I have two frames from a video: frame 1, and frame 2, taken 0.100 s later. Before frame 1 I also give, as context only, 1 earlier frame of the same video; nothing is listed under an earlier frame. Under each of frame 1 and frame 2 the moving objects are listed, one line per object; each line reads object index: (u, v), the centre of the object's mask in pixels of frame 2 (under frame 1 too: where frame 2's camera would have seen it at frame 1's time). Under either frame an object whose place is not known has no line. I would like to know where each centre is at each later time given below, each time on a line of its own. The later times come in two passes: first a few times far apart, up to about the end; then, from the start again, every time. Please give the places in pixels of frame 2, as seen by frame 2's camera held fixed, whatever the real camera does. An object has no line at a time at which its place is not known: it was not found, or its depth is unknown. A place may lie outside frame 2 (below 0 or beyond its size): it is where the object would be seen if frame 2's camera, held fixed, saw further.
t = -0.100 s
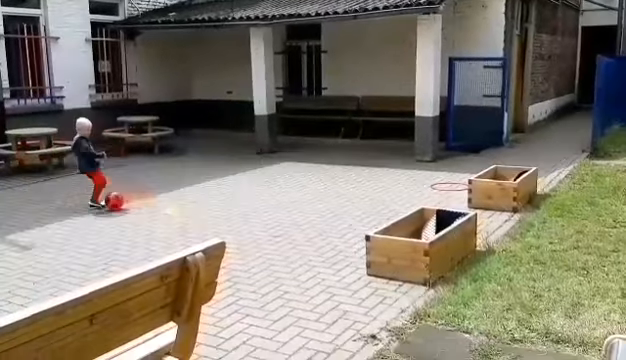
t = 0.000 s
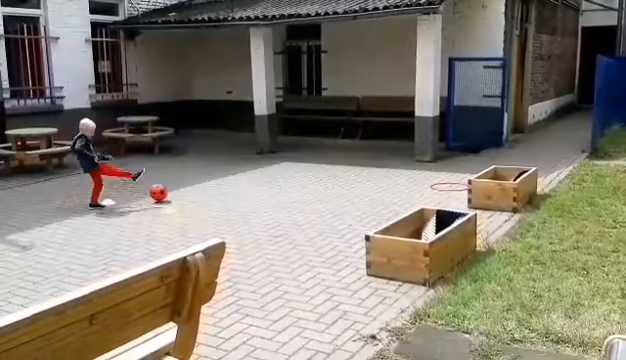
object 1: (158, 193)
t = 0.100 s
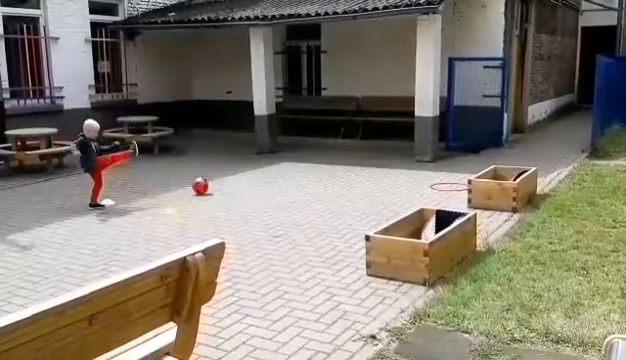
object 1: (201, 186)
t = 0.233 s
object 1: (242, 179)
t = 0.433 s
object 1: (286, 171)
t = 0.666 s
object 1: (325, 163)
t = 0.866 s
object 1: (351, 158)
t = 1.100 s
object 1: (376, 153)
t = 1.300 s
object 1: (394, 149)
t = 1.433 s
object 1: (402, 148)
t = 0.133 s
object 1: (212, 184)
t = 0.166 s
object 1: (223, 182)
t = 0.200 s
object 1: (233, 180)
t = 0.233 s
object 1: (242, 179)
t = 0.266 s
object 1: (251, 177)
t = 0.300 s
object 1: (259, 176)
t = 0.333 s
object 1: (266, 174)
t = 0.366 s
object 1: (273, 174)
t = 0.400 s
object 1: (279, 172)
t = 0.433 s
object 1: (286, 171)
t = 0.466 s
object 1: (292, 170)
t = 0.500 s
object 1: (298, 169)
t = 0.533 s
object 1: (304, 167)
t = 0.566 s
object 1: (309, 166)
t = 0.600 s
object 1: (314, 166)
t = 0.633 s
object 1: (320, 164)
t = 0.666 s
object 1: (325, 163)
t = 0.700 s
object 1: (329, 162)
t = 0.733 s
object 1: (335, 161)
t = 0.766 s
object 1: (339, 160)
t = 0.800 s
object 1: (343, 160)
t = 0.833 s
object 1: (347, 159)
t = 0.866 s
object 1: (351, 158)
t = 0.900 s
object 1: (354, 157)
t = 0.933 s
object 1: (359, 157)
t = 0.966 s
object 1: (363, 155)
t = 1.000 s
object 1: (366, 154)
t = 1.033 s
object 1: (370, 154)
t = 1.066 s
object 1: (373, 154)
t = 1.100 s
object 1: (376, 153)
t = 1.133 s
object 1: (380, 152)
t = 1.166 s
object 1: (382, 152)
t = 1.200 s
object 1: (385, 151)
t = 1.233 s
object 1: (388, 150)
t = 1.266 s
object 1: (391, 150)
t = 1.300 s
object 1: (394, 149)
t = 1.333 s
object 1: (396, 149)
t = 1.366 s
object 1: (399, 148)
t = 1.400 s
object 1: (401, 148)
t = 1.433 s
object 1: (402, 148)
